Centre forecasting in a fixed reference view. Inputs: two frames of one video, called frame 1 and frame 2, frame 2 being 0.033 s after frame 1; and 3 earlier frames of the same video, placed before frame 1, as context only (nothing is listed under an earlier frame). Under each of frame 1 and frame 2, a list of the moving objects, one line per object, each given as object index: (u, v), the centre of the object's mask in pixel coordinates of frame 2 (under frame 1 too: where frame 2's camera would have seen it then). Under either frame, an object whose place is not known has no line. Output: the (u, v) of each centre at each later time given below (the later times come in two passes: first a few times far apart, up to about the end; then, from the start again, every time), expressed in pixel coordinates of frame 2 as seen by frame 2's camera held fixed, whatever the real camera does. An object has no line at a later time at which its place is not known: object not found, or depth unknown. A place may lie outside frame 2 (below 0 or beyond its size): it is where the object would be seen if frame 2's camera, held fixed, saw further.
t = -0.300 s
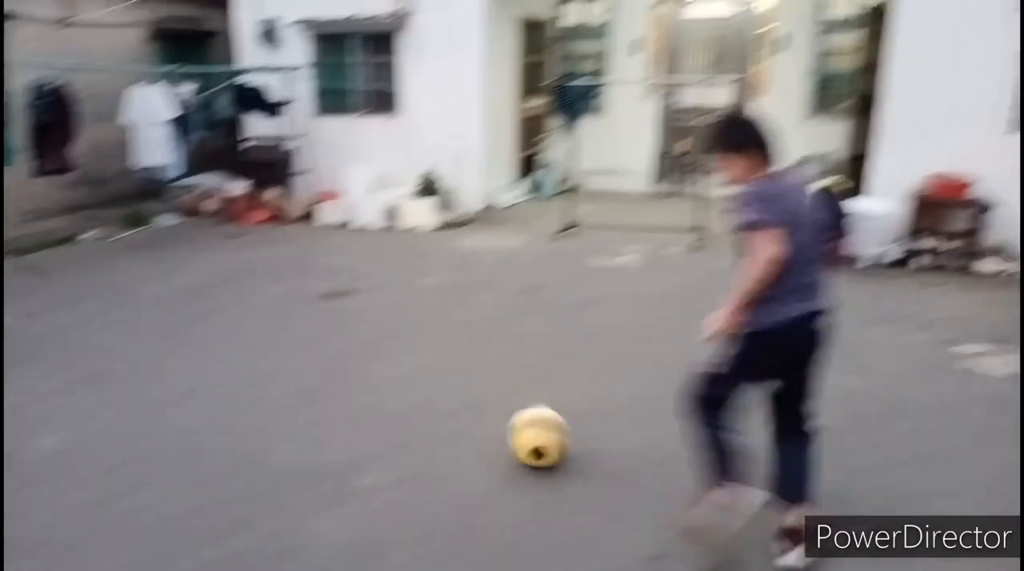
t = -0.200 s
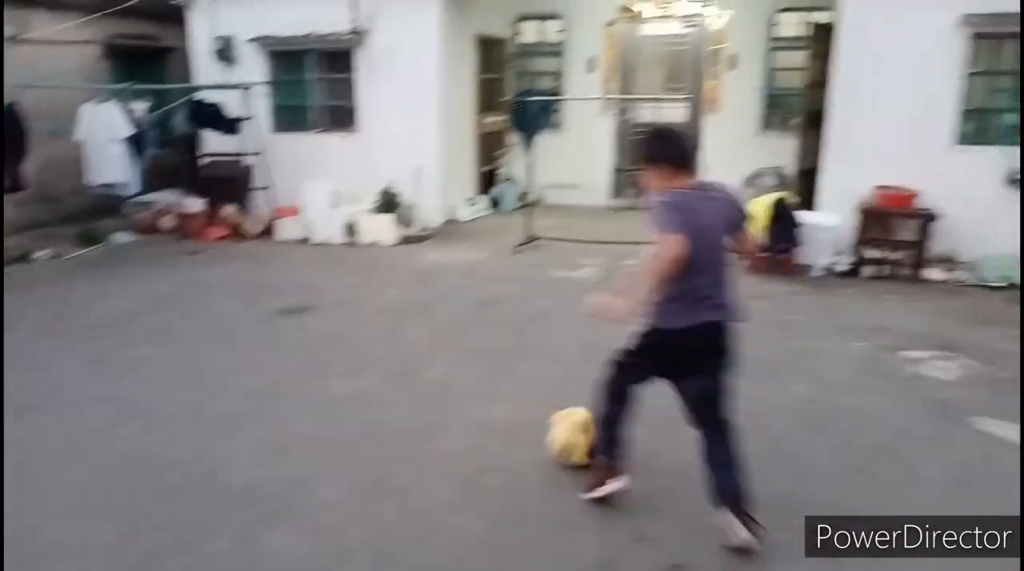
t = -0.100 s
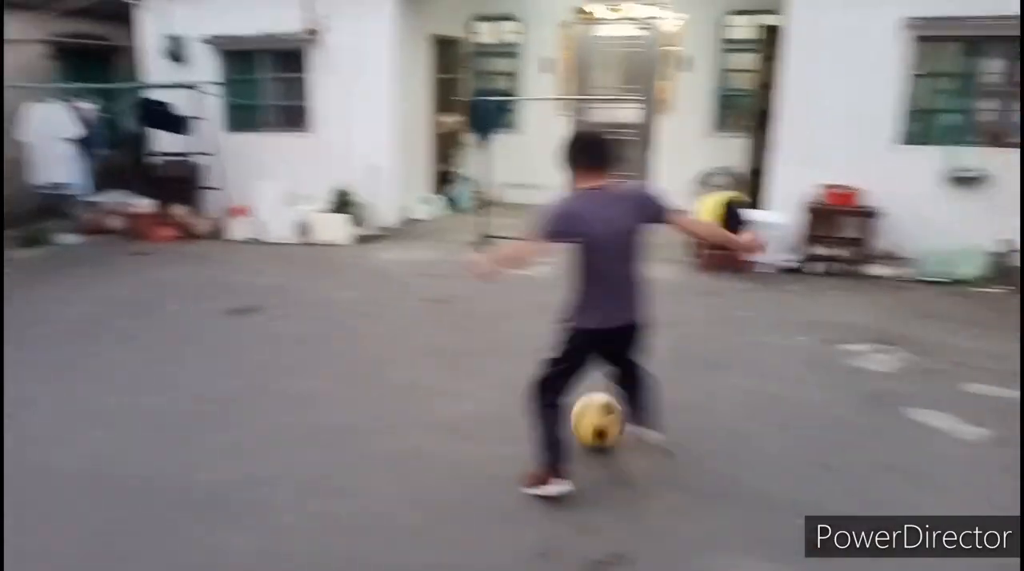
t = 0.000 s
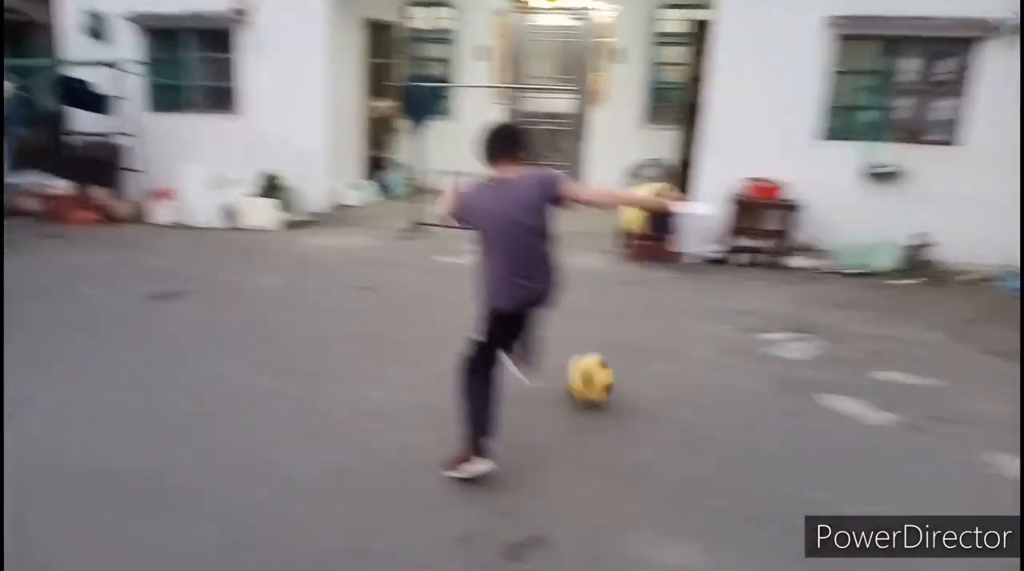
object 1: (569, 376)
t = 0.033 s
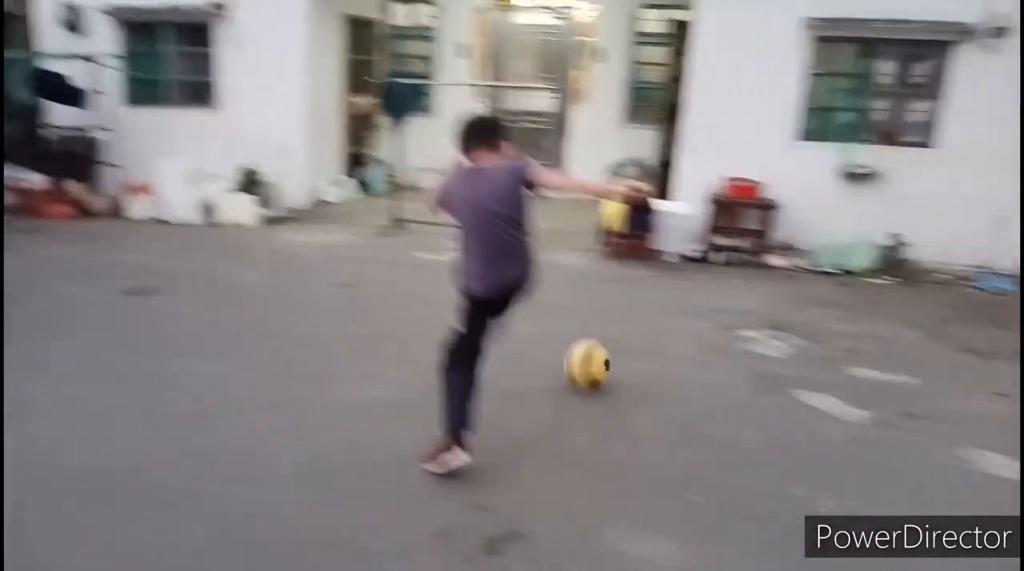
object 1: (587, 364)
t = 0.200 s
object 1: (665, 329)
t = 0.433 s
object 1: (753, 303)
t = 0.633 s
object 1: (814, 286)
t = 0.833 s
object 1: (863, 274)
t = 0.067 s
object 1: (605, 357)
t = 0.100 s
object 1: (621, 348)
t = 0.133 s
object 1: (636, 339)
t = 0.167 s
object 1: (651, 335)
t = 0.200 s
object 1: (665, 329)
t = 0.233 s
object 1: (679, 325)
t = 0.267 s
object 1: (692, 321)
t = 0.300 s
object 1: (704, 318)
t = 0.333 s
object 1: (718, 314)
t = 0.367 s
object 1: (730, 311)
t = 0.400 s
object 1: (742, 306)
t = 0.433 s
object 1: (753, 303)
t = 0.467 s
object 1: (765, 299)
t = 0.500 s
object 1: (776, 294)
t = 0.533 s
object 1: (785, 293)
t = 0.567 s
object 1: (795, 291)
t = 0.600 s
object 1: (804, 287)
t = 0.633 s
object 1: (814, 286)
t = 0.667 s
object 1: (823, 285)
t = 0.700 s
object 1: (832, 280)
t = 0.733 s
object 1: (840, 279)
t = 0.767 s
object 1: (848, 279)
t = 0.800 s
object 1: (855, 276)
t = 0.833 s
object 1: (863, 274)
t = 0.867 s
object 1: (870, 272)
